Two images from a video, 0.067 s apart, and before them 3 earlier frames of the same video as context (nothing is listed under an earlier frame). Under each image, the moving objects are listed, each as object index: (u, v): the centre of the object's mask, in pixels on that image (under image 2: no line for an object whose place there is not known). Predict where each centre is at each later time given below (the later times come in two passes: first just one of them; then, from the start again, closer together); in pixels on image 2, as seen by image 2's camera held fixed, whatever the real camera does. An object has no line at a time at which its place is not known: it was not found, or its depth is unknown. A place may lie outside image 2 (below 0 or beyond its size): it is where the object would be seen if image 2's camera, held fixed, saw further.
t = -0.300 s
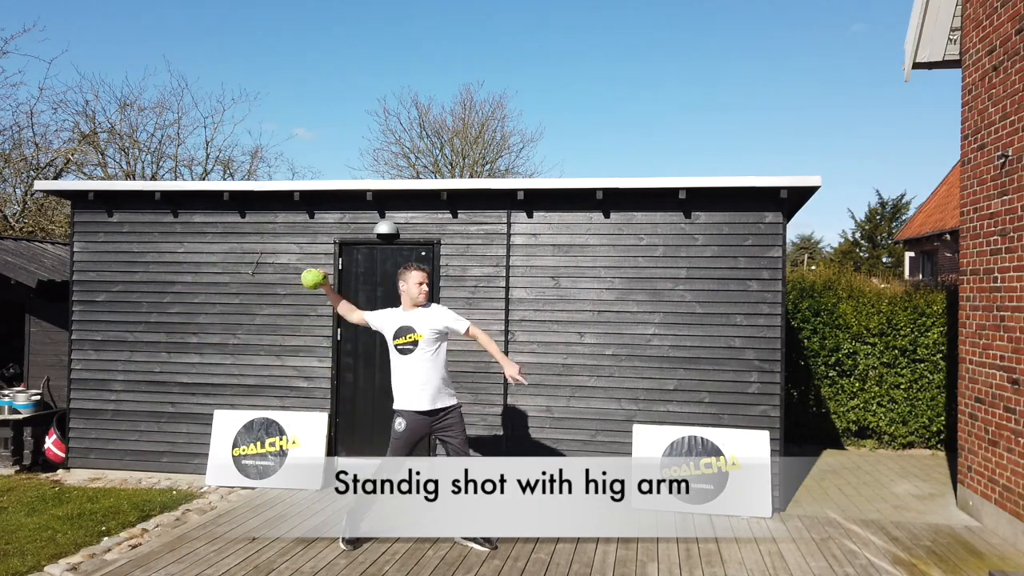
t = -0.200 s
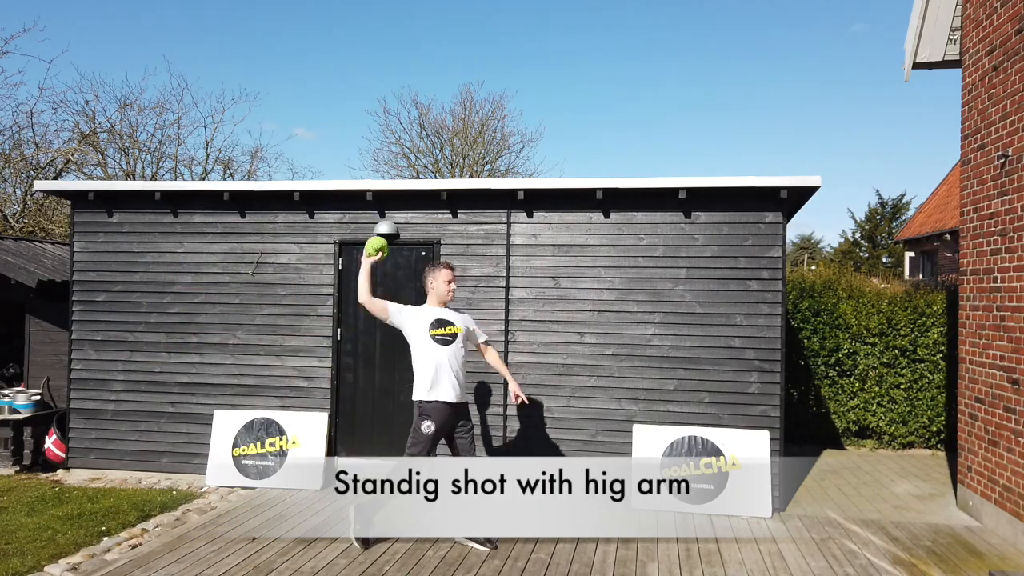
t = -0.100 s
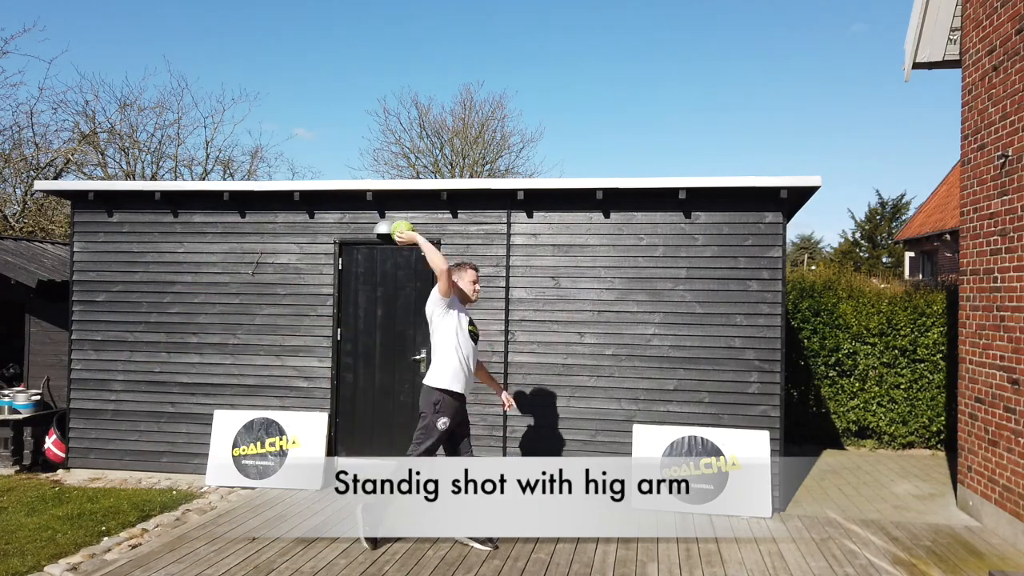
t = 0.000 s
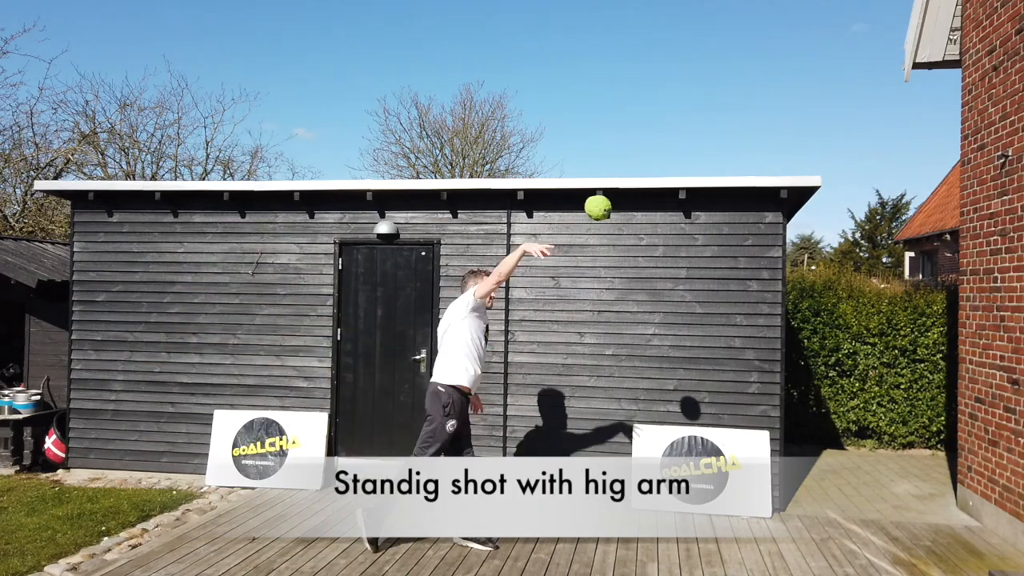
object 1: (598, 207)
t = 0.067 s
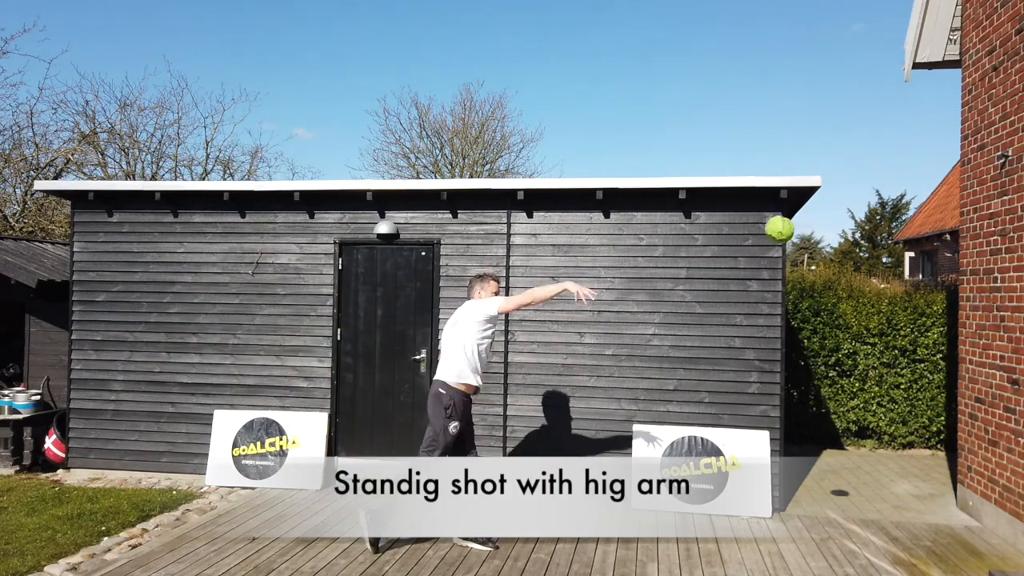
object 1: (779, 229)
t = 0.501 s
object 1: (736, 457)
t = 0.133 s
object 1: (975, 261)
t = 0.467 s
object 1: (770, 432)
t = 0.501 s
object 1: (736, 457)
